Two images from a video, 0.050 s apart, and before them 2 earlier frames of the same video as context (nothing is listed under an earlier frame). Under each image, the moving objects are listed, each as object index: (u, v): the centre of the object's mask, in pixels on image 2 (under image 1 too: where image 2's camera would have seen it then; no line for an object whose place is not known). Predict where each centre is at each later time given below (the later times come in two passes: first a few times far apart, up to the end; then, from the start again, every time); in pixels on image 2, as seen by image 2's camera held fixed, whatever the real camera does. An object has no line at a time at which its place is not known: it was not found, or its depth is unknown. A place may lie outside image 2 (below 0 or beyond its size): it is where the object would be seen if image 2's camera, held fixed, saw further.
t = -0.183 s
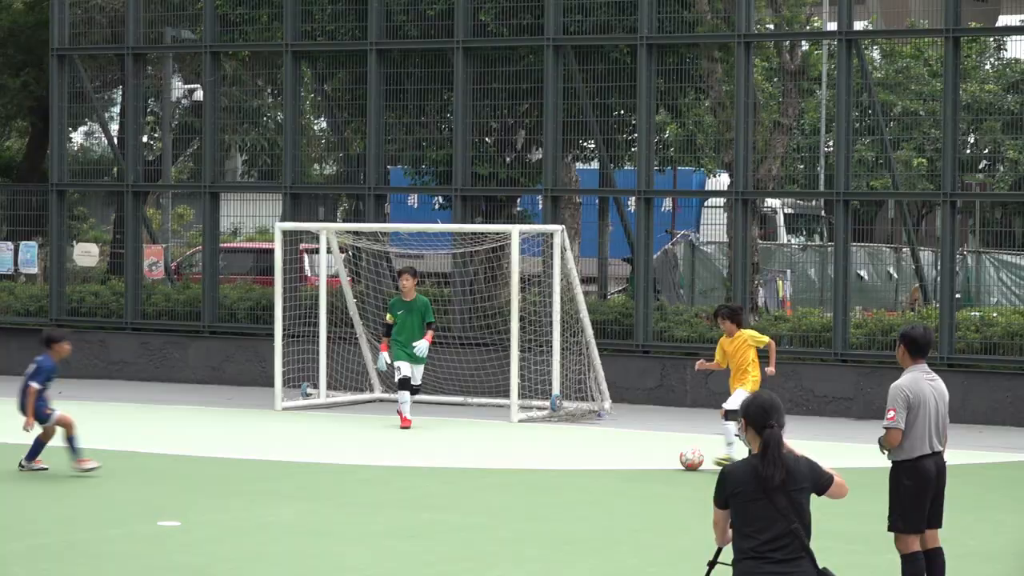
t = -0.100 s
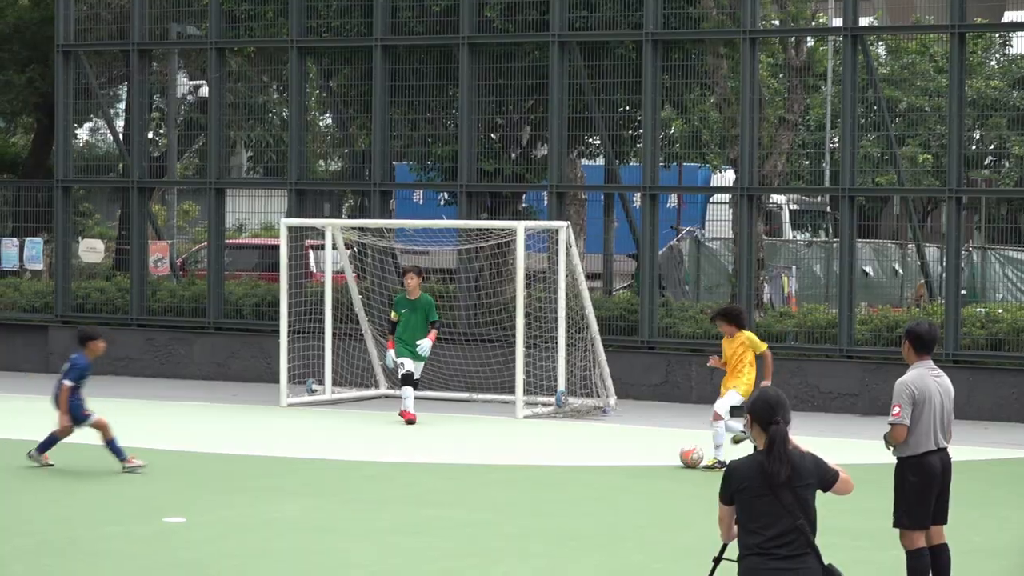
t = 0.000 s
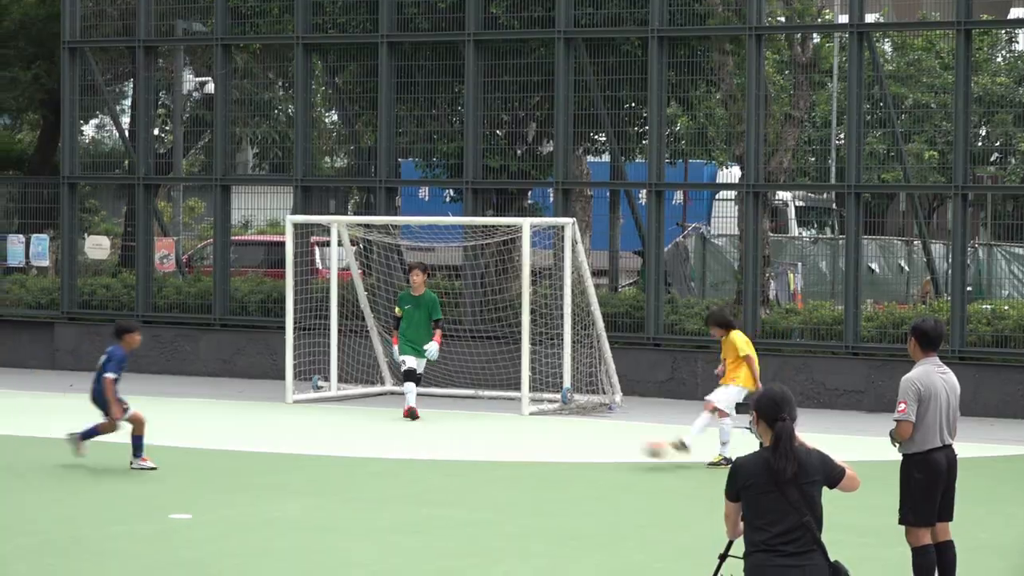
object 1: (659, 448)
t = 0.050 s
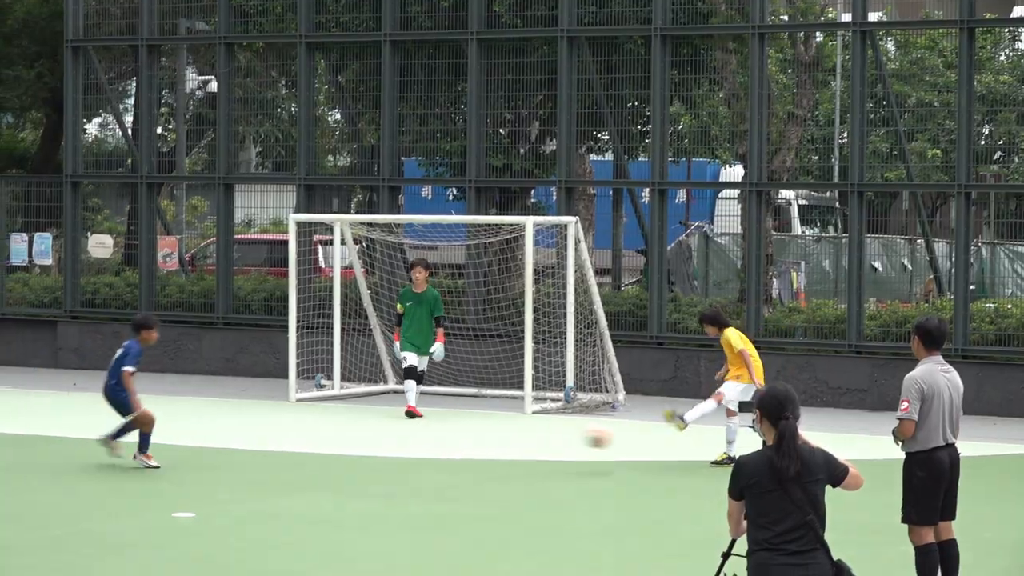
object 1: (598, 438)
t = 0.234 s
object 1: (356, 427)
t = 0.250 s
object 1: (332, 429)
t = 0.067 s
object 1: (577, 437)
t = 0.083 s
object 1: (557, 434)
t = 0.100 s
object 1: (534, 433)
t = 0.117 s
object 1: (513, 428)
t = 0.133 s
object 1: (491, 426)
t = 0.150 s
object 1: (470, 425)
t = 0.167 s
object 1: (447, 425)
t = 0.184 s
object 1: (426, 425)
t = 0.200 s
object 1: (402, 426)
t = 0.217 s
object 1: (379, 427)
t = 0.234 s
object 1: (356, 427)
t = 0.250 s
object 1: (332, 429)
